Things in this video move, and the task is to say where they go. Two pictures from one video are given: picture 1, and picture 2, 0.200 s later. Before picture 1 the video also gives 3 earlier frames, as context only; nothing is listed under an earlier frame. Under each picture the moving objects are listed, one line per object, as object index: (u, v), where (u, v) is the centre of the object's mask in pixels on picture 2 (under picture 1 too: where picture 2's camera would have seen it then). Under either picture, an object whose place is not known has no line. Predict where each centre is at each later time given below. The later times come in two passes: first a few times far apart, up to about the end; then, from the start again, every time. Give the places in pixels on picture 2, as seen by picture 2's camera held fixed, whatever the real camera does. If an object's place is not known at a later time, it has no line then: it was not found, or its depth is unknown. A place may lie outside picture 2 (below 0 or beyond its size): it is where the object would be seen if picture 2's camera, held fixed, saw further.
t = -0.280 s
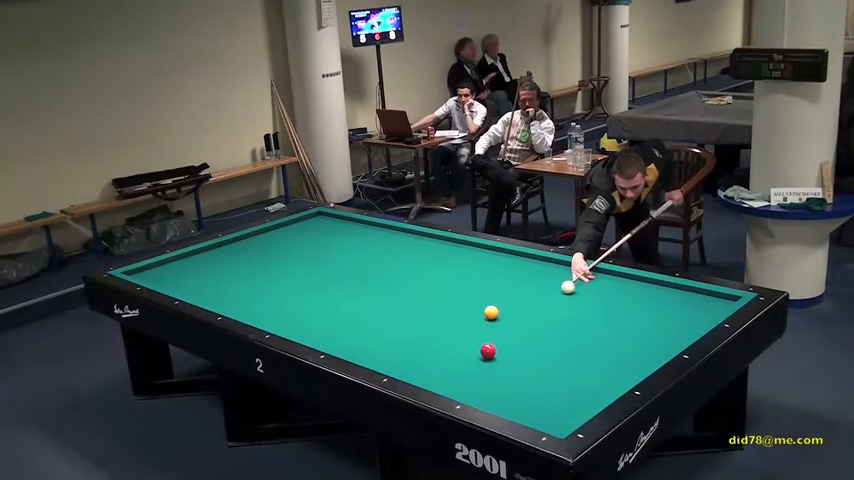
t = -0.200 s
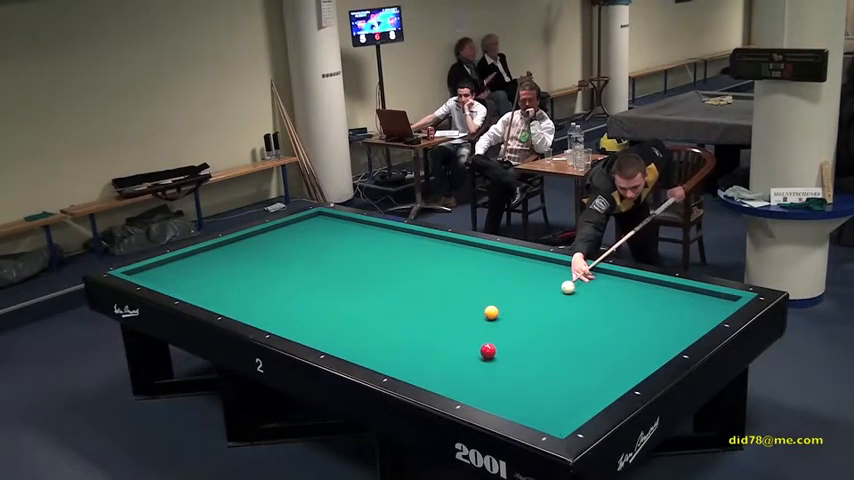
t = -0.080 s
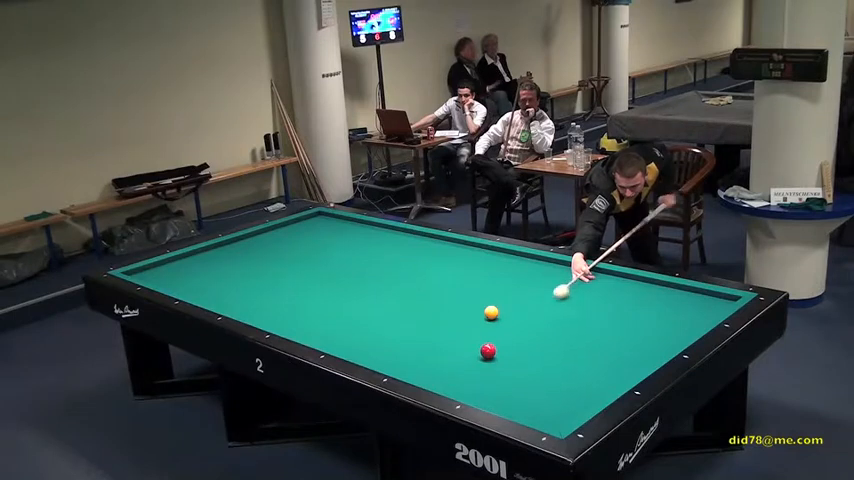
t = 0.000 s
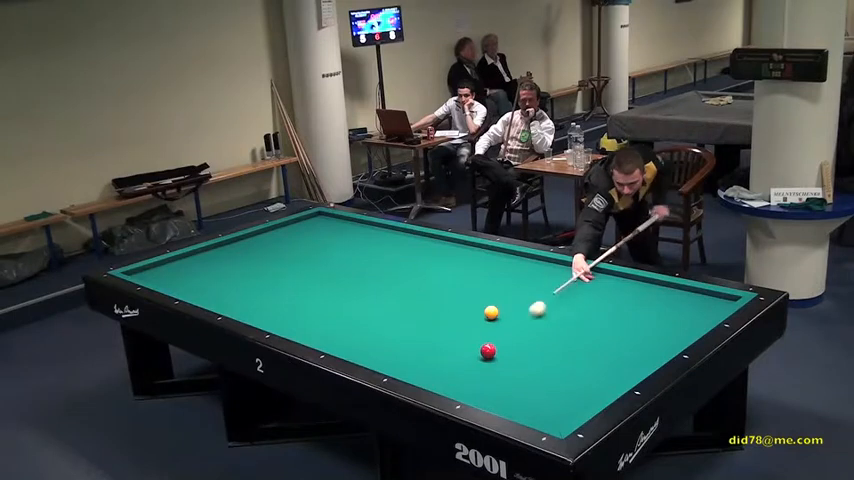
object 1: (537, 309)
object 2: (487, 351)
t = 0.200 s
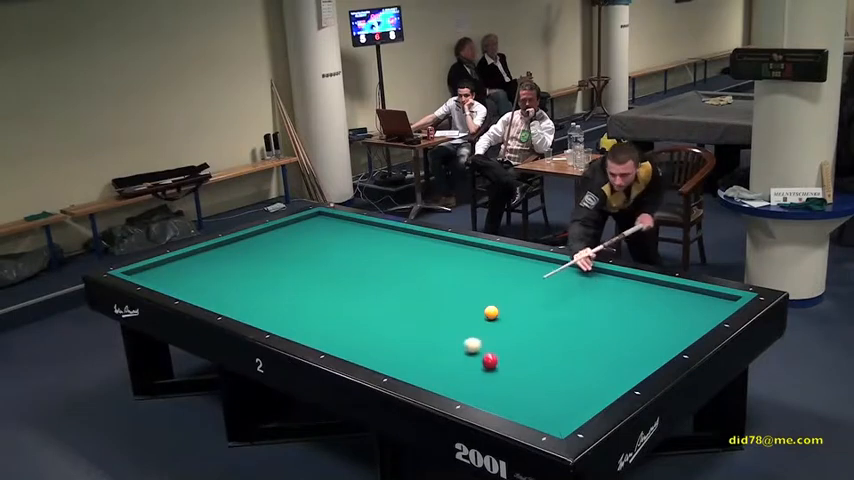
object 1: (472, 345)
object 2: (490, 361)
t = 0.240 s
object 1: (459, 346)
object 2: (491, 371)
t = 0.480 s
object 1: (390, 349)
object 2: (530, 403)
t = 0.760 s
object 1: (336, 340)
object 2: (592, 390)
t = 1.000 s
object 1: (313, 322)
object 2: (592, 364)
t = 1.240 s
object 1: (294, 305)
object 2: (593, 342)
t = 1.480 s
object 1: (276, 291)
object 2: (594, 322)
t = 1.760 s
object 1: (258, 275)
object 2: (594, 302)
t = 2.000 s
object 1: (244, 264)
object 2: (595, 286)
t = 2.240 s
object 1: (232, 253)
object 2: (596, 272)
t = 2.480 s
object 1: (220, 243)
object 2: (572, 271)
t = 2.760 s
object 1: (256, 241)
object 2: (538, 273)
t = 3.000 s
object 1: (285, 238)
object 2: (510, 274)
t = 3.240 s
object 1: (312, 236)
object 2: (483, 276)
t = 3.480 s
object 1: (340, 234)
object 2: (456, 277)
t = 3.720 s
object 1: (366, 231)
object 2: (430, 278)
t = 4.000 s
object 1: (396, 229)
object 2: (401, 279)
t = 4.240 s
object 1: (402, 234)
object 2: (376, 281)
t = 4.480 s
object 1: (408, 240)
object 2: (352, 281)
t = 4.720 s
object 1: (413, 245)
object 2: (329, 283)
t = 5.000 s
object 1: (420, 252)
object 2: (302, 284)
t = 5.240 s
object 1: (426, 258)
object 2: (280, 285)
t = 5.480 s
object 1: (432, 264)
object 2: (259, 286)
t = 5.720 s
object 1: (438, 271)
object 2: (239, 287)
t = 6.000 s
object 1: (446, 278)
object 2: (216, 288)
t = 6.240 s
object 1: (452, 284)
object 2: (197, 289)
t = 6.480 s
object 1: (459, 291)
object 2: (179, 289)
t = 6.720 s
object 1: (465, 298)
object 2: (174, 287)
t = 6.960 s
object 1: (472, 304)
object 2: (174, 284)
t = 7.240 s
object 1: (477, 312)
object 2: (174, 281)
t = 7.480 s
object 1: (474, 318)
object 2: (174, 278)
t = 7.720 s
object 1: (471, 323)
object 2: (173, 275)
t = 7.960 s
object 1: (468, 328)
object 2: (174, 272)
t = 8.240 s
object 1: (464, 334)
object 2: (174, 270)
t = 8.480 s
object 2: (174, 268)
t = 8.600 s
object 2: (174, 266)
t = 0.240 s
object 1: (459, 346)
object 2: (491, 371)
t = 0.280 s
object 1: (446, 347)
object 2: (493, 379)
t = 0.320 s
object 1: (434, 347)
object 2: (495, 389)
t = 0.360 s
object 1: (422, 348)
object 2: (497, 398)
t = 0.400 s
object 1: (412, 348)
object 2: (502, 403)
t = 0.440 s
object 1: (401, 349)
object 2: (516, 404)
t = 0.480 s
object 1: (390, 349)
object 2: (530, 403)
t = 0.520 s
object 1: (380, 350)
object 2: (543, 402)
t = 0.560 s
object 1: (369, 350)
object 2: (556, 401)
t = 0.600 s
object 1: (359, 350)
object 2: (568, 400)
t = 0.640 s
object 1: (349, 348)
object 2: (580, 400)
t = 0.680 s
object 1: (343, 346)
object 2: (591, 398)
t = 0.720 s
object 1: (340, 343)
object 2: (593, 394)
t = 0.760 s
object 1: (336, 340)
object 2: (592, 390)
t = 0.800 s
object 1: (332, 337)
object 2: (592, 385)
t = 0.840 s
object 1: (328, 334)
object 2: (592, 380)
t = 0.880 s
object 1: (324, 331)
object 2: (592, 376)
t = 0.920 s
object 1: (321, 328)
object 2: (592, 372)
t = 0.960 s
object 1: (317, 325)
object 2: (592, 368)
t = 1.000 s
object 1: (313, 322)
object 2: (592, 364)
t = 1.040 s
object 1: (310, 319)
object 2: (593, 360)
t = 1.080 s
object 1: (306, 316)
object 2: (593, 356)
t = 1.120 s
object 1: (303, 313)
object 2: (593, 352)
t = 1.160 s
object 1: (300, 311)
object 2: (593, 349)
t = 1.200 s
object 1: (297, 308)
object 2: (593, 345)
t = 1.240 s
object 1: (294, 305)
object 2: (593, 342)
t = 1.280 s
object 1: (291, 303)
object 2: (593, 338)
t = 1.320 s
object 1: (288, 300)
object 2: (593, 335)
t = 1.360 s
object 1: (284, 298)
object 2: (594, 331)
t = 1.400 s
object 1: (282, 295)
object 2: (594, 328)
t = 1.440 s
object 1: (279, 293)
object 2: (594, 325)
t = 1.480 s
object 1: (276, 291)
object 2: (594, 322)
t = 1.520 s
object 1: (273, 288)
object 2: (594, 319)
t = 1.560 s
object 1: (271, 286)
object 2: (594, 316)
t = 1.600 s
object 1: (268, 284)
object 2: (594, 313)
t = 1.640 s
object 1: (265, 282)
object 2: (594, 310)
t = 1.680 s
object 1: (263, 280)
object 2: (594, 307)
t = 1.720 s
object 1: (261, 277)
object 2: (594, 304)
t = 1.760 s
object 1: (258, 275)
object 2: (594, 302)
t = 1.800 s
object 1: (256, 273)
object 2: (595, 299)
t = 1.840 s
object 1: (253, 271)
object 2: (595, 296)
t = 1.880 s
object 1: (251, 269)
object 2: (595, 294)
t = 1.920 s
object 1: (248, 268)
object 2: (595, 291)
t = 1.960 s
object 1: (246, 265)
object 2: (595, 289)
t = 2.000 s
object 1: (244, 264)
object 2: (595, 286)
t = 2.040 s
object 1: (242, 262)
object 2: (596, 284)
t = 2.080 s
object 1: (240, 260)
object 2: (595, 282)
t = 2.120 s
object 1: (238, 258)
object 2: (595, 279)
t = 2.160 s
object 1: (235, 257)
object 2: (596, 277)
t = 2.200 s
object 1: (233, 255)
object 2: (595, 275)
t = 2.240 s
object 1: (232, 253)
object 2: (596, 272)
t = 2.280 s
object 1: (230, 251)
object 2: (596, 270)
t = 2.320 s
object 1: (228, 250)
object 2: (592, 270)
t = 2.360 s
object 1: (226, 248)
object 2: (587, 270)
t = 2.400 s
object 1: (224, 247)
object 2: (582, 270)
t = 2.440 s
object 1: (222, 245)
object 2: (577, 271)
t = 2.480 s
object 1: (220, 243)
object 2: (572, 271)
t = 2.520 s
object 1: (225, 243)
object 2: (567, 271)
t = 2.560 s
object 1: (231, 243)
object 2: (563, 271)
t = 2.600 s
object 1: (237, 242)
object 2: (558, 272)
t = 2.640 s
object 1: (242, 242)
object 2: (553, 272)
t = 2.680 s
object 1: (247, 242)
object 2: (548, 272)
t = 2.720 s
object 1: (251, 241)
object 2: (543, 273)
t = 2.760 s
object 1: (256, 241)
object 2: (538, 273)
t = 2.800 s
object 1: (261, 241)
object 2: (534, 273)
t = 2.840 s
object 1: (266, 240)
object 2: (529, 273)
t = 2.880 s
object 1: (271, 240)
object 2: (524, 273)
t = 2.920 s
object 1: (275, 239)
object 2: (520, 273)
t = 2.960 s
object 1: (280, 239)
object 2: (515, 274)
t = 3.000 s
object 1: (285, 238)
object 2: (510, 274)
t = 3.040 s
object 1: (289, 238)
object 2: (506, 274)
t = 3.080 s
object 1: (294, 238)
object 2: (501, 275)
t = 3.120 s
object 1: (299, 237)
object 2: (497, 275)
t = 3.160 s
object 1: (303, 237)
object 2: (492, 275)
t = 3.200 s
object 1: (308, 237)
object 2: (487, 275)
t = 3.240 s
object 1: (312, 236)
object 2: (483, 276)
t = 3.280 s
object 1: (317, 236)
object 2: (478, 276)
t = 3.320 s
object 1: (321, 235)
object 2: (474, 276)
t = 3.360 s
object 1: (326, 235)
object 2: (469, 276)
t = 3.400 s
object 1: (331, 235)
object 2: (465, 277)
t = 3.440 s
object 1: (335, 234)
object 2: (461, 277)
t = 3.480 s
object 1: (340, 234)
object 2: (456, 277)
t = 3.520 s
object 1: (344, 233)
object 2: (452, 277)
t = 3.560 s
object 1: (349, 233)
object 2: (448, 277)
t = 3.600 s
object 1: (353, 233)
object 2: (443, 278)
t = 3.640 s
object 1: (357, 232)
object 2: (439, 278)
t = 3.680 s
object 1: (362, 232)
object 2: (434, 278)
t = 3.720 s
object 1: (366, 231)
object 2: (430, 278)
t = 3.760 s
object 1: (370, 231)
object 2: (426, 278)
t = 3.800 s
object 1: (375, 231)
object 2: (422, 278)
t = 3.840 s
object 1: (379, 231)
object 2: (418, 279)
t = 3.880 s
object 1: (383, 230)
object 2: (413, 279)
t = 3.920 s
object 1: (388, 230)
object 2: (409, 279)
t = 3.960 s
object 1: (392, 230)
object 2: (405, 279)
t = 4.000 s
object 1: (396, 229)
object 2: (401, 279)
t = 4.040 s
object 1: (398, 230)
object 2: (397, 279)
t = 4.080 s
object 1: (399, 231)
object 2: (392, 280)
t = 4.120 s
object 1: (400, 231)
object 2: (388, 280)
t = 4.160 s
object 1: (401, 232)
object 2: (384, 280)
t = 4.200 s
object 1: (402, 233)
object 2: (380, 280)
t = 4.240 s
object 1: (402, 234)
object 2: (376, 281)
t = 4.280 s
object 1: (403, 235)
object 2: (372, 280)
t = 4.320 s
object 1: (404, 236)
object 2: (368, 281)
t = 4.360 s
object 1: (405, 237)
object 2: (364, 281)
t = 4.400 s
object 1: (406, 238)
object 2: (360, 281)
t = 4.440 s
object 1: (407, 239)
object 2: (356, 281)
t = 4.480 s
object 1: (408, 240)
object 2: (352, 281)
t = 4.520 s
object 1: (409, 241)
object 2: (348, 282)
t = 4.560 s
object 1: (410, 242)
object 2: (344, 282)
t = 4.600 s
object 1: (411, 242)
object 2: (340, 282)
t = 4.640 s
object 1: (412, 243)
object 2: (336, 282)
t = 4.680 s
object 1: (413, 244)
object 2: (333, 282)
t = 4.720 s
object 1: (413, 245)
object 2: (329, 283)
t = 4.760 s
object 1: (414, 246)
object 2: (325, 283)
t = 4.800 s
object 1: (415, 247)
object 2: (321, 283)
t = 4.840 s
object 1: (416, 248)
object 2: (318, 283)
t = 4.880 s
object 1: (417, 249)
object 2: (314, 283)
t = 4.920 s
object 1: (418, 250)
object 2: (310, 284)
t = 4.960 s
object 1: (419, 251)
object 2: (306, 284)
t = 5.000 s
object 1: (420, 252)
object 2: (302, 284)
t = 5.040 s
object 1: (421, 253)
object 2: (299, 284)
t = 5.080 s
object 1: (422, 254)
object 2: (295, 284)
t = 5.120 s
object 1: (423, 255)
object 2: (291, 284)
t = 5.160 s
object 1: (424, 256)
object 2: (288, 285)
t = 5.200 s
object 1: (425, 257)
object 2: (284, 285)
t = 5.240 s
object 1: (426, 258)
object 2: (280, 285)
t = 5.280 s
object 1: (427, 259)
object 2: (277, 285)
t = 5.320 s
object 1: (428, 260)
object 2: (273, 286)
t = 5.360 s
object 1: (429, 261)
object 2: (270, 286)
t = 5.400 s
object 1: (430, 262)
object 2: (266, 286)
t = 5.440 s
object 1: (431, 263)
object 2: (263, 286)
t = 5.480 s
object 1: (432, 264)
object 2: (259, 286)
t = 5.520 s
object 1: (433, 265)
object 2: (256, 286)
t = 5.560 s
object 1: (434, 266)
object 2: (252, 287)
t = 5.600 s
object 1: (435, 267)
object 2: (249, 287)
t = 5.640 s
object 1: (436, 268)
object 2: (246, 287)
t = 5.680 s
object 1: (437, 269)
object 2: (242, 287)
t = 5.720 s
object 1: (438, 271)
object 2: (239, 287)
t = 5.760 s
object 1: (439, 272)
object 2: (236, 287)
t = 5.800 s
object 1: (440, 273)
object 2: (232, 288)
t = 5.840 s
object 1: (441, 274)
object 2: (229, 288)
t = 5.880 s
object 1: (442, 275)
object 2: (225, 288)
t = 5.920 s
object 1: (444, 276)
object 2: (222, 288)
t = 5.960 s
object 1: (444, 277)
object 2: (219, 288)
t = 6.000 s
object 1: (446, 278)
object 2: (216, 288)
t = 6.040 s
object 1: (447, 279)
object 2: (212, 289)
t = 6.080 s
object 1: (448, 280)
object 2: (209, 289)
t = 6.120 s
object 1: (449, 281)
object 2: (206, 289)
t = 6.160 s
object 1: (450, 282)
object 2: (203, 289)
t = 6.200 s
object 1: (451, 283)
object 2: (200, 289)
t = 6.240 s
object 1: (452, 284)
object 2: (197, 289)
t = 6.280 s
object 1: (453, 286)
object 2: (193, 290)
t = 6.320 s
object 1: (454, 287)
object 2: (190, 290)
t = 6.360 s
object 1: (455, 288)
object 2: (188, 290)
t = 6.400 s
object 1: (456, 289)
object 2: (185, 289)
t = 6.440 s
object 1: (458, 290)
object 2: (182, 289)
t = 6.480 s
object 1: (459, 291)
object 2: (179, 289)
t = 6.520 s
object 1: (459, 292)
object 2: (176, 289)
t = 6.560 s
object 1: (461, 293)
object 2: (175, 288)
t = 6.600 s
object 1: (462, 294)
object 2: (175, 288)
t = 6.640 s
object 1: (463, 295)
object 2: (174, 287)
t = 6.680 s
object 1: (464, 297)
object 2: (174, 287)
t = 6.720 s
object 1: (465, 298)
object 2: (174, 287)
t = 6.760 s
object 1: (466, 299)
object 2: (174, 287)
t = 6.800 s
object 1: (467, 300)
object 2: (174, 286)
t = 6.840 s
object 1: (468, 301)
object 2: (174, 286)
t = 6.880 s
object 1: (470, 302)
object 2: (174, 285)
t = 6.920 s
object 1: (471, 303)
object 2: (174, 285)
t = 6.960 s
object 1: (472, 304)
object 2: (174, 284)
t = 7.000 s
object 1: (473, 306)
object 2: (174, 284)
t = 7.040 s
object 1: (474, 307)
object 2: (174, 283)
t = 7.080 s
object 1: (475, 308)
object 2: (174, 282)
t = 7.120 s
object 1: (476, 309)
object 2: (174, 282)
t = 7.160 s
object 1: (477, 310)
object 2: (174, 282)
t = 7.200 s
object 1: (478, 311)
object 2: (174, 281)
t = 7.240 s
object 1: (477, 312)
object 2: (174, 281)
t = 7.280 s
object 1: (477, 313)
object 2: (174, 280)
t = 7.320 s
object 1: (476, 314)
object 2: (174, 280)
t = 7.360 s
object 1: (476, 315)
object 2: (174, 279)
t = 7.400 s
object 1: (475, 316)
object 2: (174, 279)
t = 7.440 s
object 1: (475, 317)
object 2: (174, 278)
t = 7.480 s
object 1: (474, 318)
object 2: (174, 278)
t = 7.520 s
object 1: (474, 318)
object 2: (174, 277)
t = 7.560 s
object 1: (473, 319)
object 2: (173, 276)
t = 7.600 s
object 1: (472, 320)
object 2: (173, 276)
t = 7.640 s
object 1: (472, 321)
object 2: (173, 276)
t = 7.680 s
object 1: (471, 322)
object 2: (173, 275)
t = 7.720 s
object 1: (471, 323)
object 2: (173, 275)
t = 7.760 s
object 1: (470, 324)
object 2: (173, 274)
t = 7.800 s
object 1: (470, 325)
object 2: (173, 274)
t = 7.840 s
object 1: (469, 325)
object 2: (173, 274)
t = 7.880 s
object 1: (469, 326)
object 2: (174, 273)
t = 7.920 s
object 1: (468, 327)
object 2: (174, 273)
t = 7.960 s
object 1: (468, 328)
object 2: (174, 272)
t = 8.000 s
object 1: (467, 329)
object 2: (174, 272)
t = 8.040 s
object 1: (466, 330)
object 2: (174, 271)
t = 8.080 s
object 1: (466, 331)
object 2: (174, 271)
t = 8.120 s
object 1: (465, 331)
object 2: (174, 271)
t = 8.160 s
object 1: (465, 332)
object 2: (174, 270)
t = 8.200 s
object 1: (464, 333)
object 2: (174, 270)
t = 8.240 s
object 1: (464, 334)
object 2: (174, 270)
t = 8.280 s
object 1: (464, 335)
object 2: (174, 269)
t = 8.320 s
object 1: (463, 335)
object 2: (174, 269)
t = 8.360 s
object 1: (462, 336)
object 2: (174, 269)
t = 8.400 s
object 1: (460, 336)
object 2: (174, 268)
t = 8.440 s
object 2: (174, 268)
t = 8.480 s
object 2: (174, 268)
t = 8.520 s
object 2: (174, 267)
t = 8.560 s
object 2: (174, 267)
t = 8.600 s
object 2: (174, 266)
